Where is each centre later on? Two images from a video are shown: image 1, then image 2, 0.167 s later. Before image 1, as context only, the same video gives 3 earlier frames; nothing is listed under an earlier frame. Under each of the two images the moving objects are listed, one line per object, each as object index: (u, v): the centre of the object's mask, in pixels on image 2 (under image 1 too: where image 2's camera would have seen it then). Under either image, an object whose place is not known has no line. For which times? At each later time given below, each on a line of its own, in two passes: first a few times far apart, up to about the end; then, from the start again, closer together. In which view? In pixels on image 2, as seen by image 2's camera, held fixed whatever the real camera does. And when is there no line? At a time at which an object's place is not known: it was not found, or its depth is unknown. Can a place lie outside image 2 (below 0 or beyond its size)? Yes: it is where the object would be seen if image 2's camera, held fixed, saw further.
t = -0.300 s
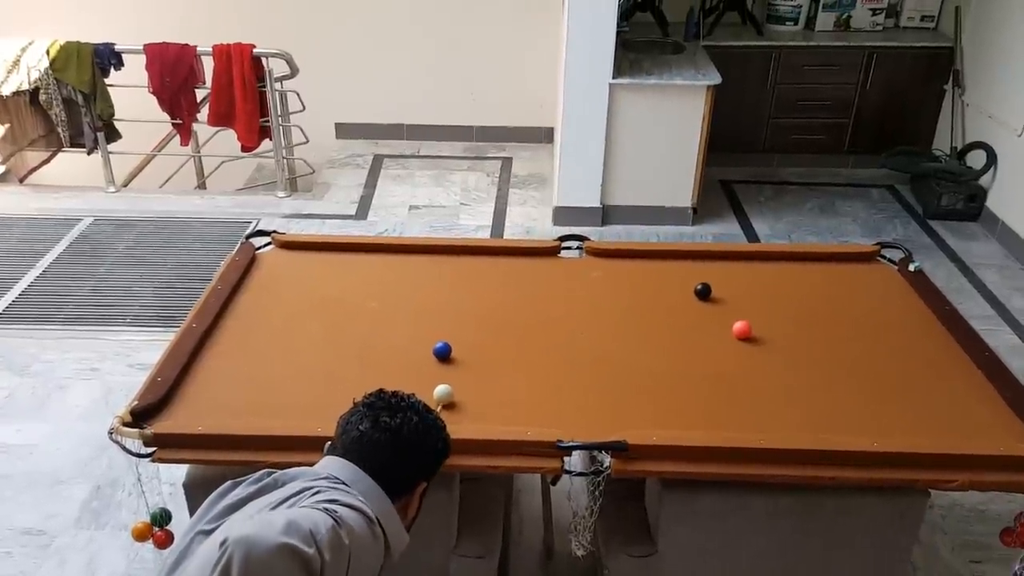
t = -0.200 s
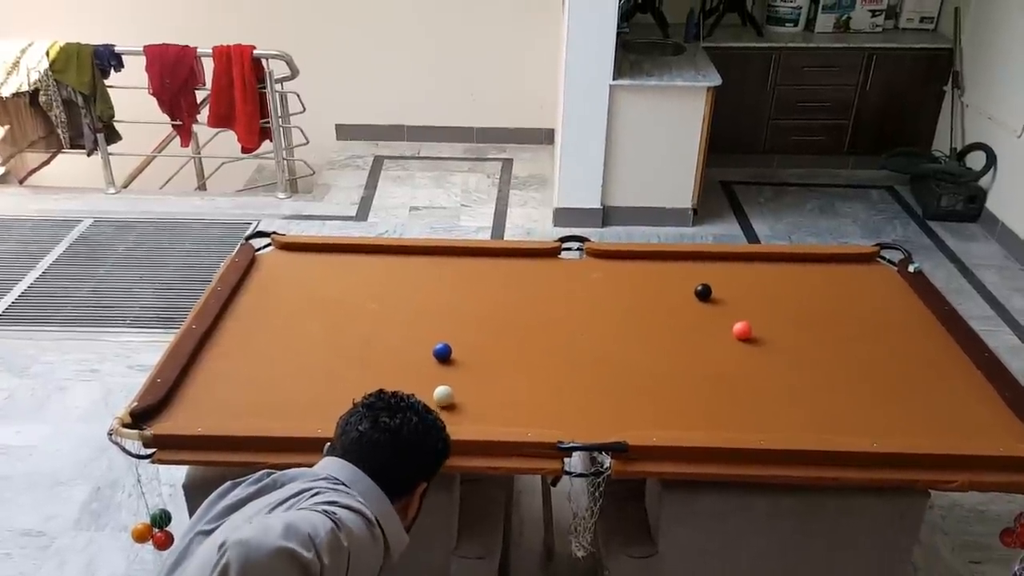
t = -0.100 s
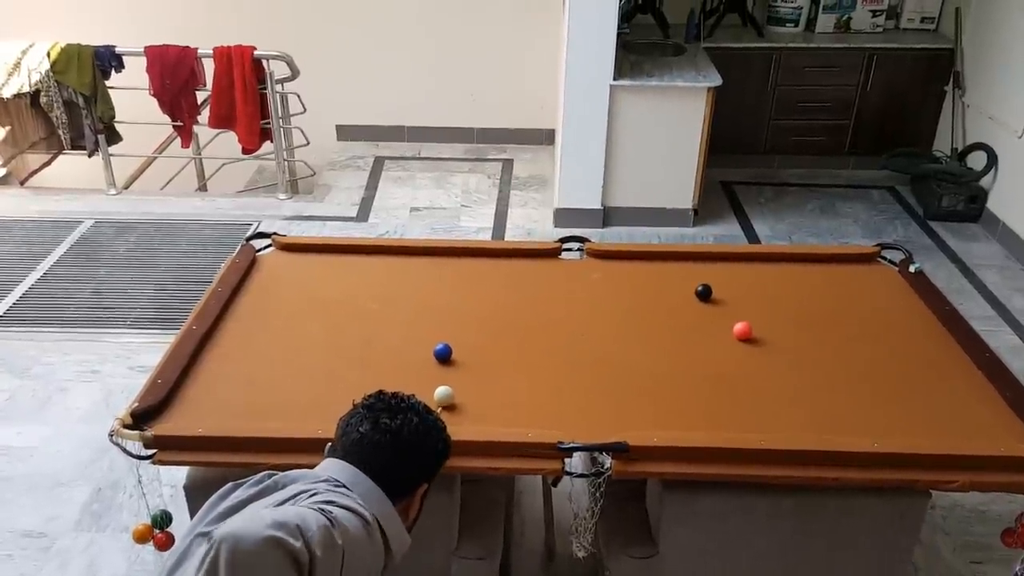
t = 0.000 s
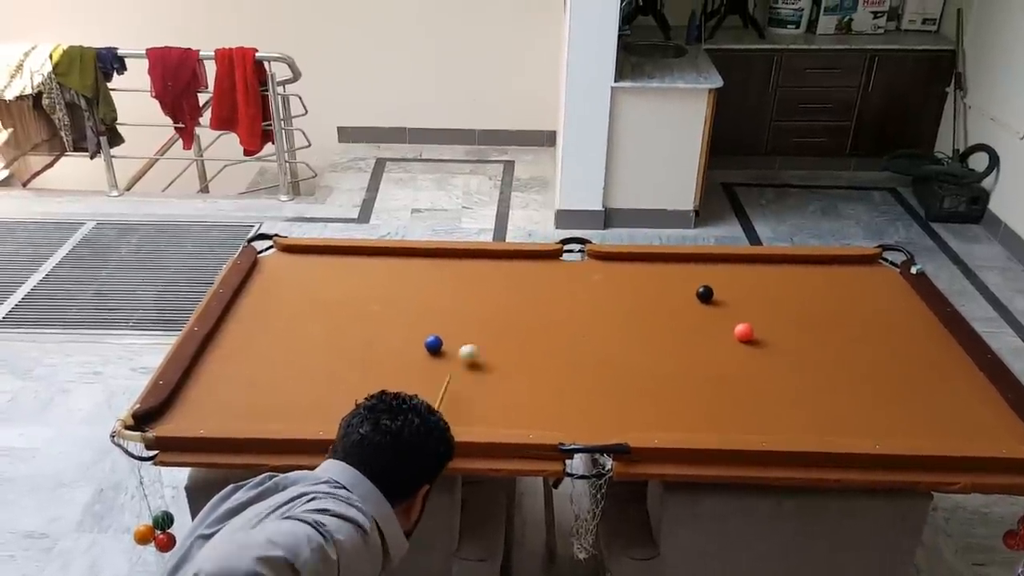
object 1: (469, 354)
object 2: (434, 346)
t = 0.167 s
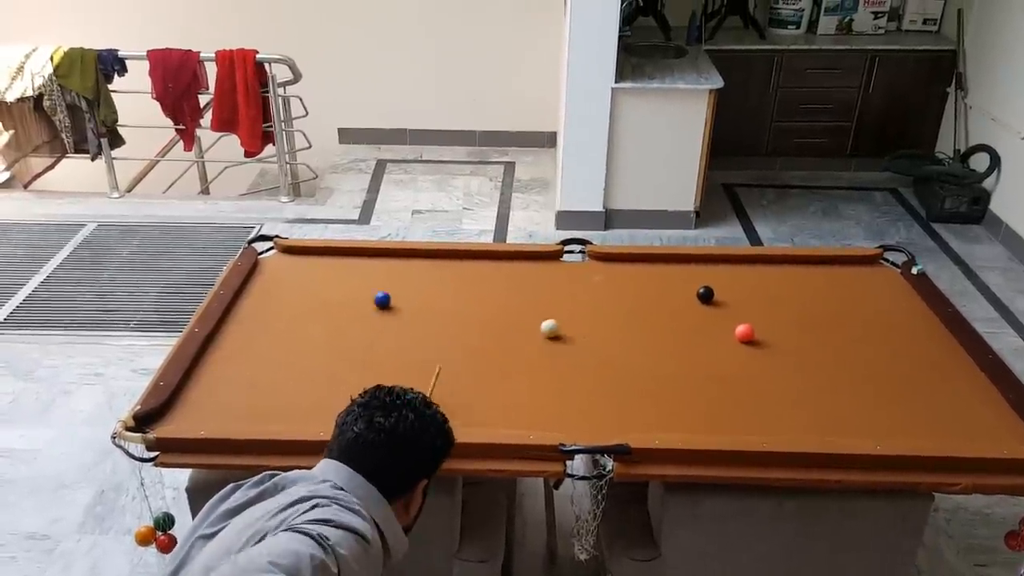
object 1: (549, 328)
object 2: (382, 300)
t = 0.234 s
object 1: (574, 321)
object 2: (366, 286)
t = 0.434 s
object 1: (638, 302)
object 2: (323, 254)
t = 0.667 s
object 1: (703, 280)
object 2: (269, 274)
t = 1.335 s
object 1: (863, 275)
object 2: (291, 328)
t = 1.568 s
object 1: (898, 285)
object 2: (305, 348)
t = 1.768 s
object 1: (882, 291)
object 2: (317, 364)
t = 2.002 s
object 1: (866, 298)
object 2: (330, 383)
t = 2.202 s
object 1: (852, 303)
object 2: (341, 400)
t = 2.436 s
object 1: (837, 309)
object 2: (353, 416)
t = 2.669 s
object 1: (822, 315)
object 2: (365, 420)
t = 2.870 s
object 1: (811, 319)
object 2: (375, 416)
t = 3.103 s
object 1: (798, 324)
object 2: (383, 410)
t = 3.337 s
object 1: (785, 328)
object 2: (388, 406)
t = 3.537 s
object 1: (776, 331)
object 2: (390, 405)
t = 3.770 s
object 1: (767, 334)
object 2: (390, 405)
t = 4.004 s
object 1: (761, 337)
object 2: (390, 405)
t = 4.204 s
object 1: (760, 338)
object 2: (390, 405)
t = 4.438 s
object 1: (759, 339)
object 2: (390, 405)
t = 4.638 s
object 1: (758, 339)
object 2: (390, 405)
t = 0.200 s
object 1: (562, 324)
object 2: (374, 293)
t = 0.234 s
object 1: (574, 321)
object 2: (366, 286)
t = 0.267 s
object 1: (585, 317)
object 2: (359, 280)
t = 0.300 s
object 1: (596, 314)
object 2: (351, 273)
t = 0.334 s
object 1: (606, 311)
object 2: (344, 267)
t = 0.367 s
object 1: (617, 308)
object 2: (337, 261)
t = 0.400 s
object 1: (628, 305)
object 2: (331, 255)
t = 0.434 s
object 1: (638, 302)
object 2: (323, 254)
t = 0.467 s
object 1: (648, 299)
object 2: (315, 258)
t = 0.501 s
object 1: (658, 296)
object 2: (308, 261)
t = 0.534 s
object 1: (668, 293)
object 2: (300, 263)
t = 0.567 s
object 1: (677, 290)
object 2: (293, 267)
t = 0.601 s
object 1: (687, 287)
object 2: (285, 269)
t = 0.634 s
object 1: (694, 284)
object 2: (277, 272)
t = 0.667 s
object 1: (703, 280)
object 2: (269, 274)
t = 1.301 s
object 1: (855, 274)
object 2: (289, 326)
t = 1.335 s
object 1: (863, 275)
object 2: (291, 328)
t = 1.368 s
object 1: (870, 277)
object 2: (293, 331)
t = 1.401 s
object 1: (878, 278)
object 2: (295, 334)
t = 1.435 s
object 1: (884, 279)
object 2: (297, 337)
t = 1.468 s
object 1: (891, 281)
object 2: (299, 340)
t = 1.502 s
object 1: (900, 282)
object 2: (301, 342)
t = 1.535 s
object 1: (900, 283)
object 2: (303, 345)
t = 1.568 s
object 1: (898, 285)
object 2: (305, 348)
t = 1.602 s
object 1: (897, 285)
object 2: (307, 351)
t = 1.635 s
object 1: (892, 286)
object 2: (309, 353)
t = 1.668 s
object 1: (889, 288)
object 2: (311, 356)
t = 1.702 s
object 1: (887, 289)
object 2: (313, 359)
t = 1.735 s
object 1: (885, 290)
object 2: (315, 361)
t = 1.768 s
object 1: (882, 291)
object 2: (317, 364)
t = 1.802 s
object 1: (880, 292)
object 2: (319, 367)
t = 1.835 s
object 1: (878, 293)
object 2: (321, 370)
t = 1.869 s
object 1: (875, 294)
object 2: (323, 373)
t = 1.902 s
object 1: (873, 295)
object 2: (325, 376)
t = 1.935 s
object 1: (870, 296)
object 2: (327, 378)
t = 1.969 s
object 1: (868, 297)
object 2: (329, 381)
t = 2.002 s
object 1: (866, 298)
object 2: (330, 383)
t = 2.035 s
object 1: (863, 299)
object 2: (332, 386)
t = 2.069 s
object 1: (861, 300)
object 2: (334, 389)
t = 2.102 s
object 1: (858, 300)
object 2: (336, 391)
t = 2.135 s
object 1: (856, 301)
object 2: (337, 394)
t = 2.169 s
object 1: (854, 302)
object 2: (339, 397)
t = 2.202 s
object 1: (852, 303)
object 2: (341, 400)
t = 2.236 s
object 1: (849, 304)
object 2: (342, 402)
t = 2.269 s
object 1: (847, 305)
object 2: (344, 405)
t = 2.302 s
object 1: (845, 306)
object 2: (346, 407)
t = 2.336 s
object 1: (843, 307)
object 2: (347, 410)
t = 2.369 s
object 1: (841, 308)
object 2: (349, 413)
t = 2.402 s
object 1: (839, 308)
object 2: (351, 415)
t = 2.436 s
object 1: (837, 309)
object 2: (353, 416)
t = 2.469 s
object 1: (835, 310)
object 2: (354, 418)
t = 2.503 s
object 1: (833, 311)
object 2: (356, 420)
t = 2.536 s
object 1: (831, 312)
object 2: (357, 421)
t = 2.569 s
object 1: (828, 313)
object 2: (359, 422)
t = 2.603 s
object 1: (826, 313)
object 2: (361, 421)
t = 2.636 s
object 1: (824, 314)
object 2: (363, 420)
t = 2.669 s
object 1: (822, 315)
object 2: (365, 420)
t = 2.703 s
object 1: (821, 315)
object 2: (367, 419)
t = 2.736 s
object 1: (818, 316)
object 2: (369, 418)
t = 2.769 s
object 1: (816, 317)
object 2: (370, 418)
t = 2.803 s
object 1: (814, 318)
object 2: (372, 417)
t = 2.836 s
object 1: (812, 318)
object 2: (373, 417)
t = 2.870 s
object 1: (811, 319)
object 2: (375, 416)
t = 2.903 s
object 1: (809, 320)
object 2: (376, 415)
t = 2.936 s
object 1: (807, 320)
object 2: (377, 414)
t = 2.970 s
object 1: (805, 321)
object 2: (379, 413)
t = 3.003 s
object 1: (803, 322)
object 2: (380, 413)
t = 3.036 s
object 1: (801, 322)
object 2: (381, 412)
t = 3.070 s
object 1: (799, 323)
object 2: (382, 411)
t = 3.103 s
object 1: (798, 324)
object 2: (383, 410)
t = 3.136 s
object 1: (796, 324)
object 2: (384, 410)
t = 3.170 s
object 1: (794, 325)
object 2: (385, 409)
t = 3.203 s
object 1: (792, 325)
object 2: (386, 408)
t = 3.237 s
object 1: (790, 326)
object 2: (386, 407)
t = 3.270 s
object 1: (788, 326)
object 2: (387, 407)
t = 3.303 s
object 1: (787, 327)
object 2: (387, 406)
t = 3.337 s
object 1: (785, 328)
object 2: (388, 406)
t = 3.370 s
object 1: (783, 328)
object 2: (389, 406)
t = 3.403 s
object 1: (782, 329)
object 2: (389, 406)
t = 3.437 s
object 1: (781, 329)
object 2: (390, 405)
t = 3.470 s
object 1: (779, 330)
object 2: (390, 405)
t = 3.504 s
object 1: (778, 330)
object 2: (390, 405)
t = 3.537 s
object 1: (776, 331)
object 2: (390, 405)
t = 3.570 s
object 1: (774, 331)
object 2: (390, 405)
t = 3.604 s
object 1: (773, 332)
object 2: (391, 405)
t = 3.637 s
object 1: (772, 332)
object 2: (391, 405)
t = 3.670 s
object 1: (771, 333)
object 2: (391, 405)
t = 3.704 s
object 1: (769, 333)
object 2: (390, 405)
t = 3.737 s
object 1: (767, 334)
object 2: (390, 405)
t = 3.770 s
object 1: (767, 334)
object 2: (390, 405)
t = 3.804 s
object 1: (765, 334)
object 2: (390, 405)
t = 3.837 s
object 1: (764, 335)
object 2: (390, 405)
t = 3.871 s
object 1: (763, 335)
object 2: (390, 405)
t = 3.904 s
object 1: (762, 335)
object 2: (390, 405)
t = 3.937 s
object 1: (762, 336)
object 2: (390, 405)
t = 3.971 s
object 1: (762, 336)
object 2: (390, 405)
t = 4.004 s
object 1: (761, 337)
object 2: (390, 405)
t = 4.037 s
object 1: (761, 337)
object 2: (390, 405)
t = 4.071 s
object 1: (761, 337)
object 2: (390, 405)
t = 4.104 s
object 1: (761, 338)
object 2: (390, 405)
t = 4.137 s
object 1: (760, 338)
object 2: (390, 405)
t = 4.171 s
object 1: (760, 338)
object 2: (390, 405)
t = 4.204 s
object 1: (760, 338)
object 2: (390, 405)
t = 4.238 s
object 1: (760, 338)
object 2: (390, 405)
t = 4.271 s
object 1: (759, 338)
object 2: (390, 405)
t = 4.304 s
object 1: (759, 338)
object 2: (390, 405)
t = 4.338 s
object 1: (759, 339)
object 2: (390, 405)
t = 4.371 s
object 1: (759, 339)
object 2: (390, 405)
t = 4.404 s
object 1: (759, 339)
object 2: (390, 405)
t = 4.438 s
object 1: (759, 339)
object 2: (390, 405)
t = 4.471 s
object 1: (759, 339)
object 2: (391, 405)
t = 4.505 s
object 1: (759, 339)
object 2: (391, 405)
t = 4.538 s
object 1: (758, 339)
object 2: (390, 405)
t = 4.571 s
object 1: (758, 339)
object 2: (390, 405)
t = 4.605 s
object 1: (758, 339)
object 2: (390, 405)
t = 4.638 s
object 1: (758, 339)
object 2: (390, 405)
